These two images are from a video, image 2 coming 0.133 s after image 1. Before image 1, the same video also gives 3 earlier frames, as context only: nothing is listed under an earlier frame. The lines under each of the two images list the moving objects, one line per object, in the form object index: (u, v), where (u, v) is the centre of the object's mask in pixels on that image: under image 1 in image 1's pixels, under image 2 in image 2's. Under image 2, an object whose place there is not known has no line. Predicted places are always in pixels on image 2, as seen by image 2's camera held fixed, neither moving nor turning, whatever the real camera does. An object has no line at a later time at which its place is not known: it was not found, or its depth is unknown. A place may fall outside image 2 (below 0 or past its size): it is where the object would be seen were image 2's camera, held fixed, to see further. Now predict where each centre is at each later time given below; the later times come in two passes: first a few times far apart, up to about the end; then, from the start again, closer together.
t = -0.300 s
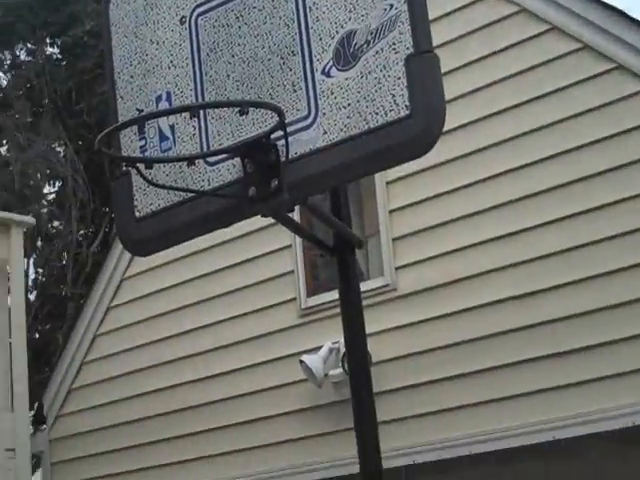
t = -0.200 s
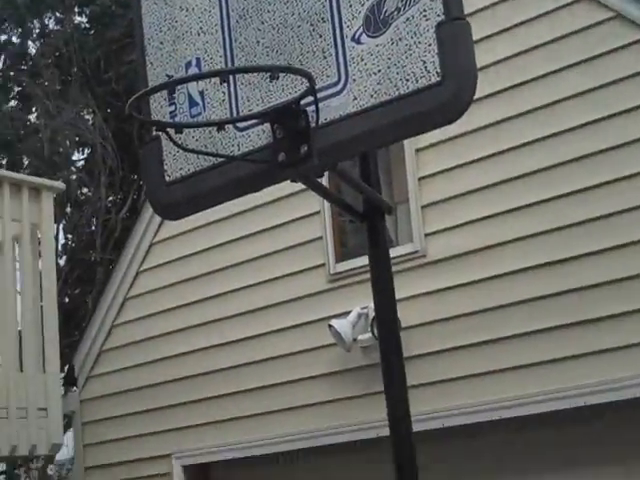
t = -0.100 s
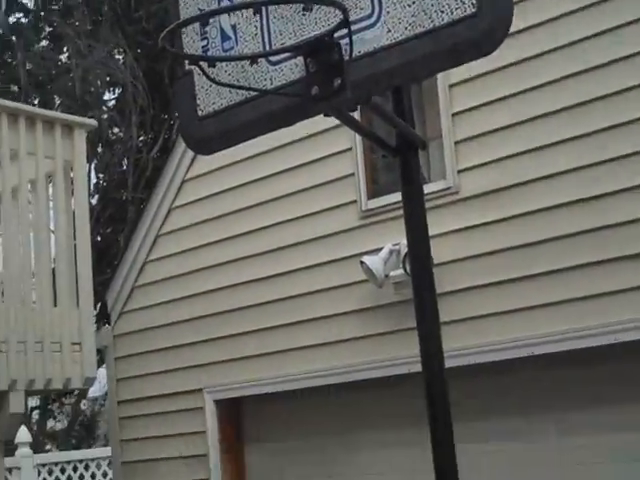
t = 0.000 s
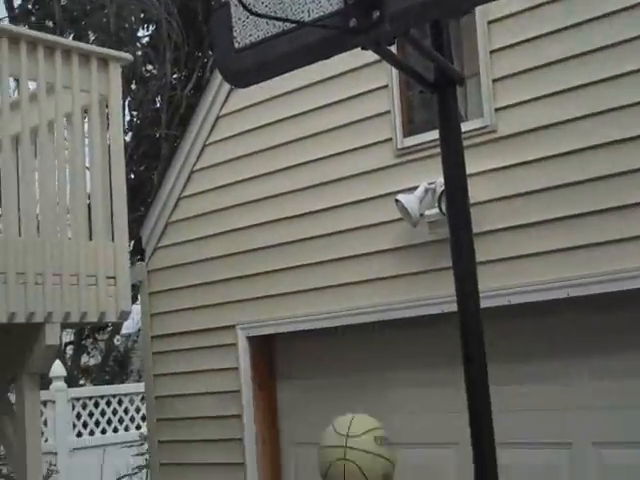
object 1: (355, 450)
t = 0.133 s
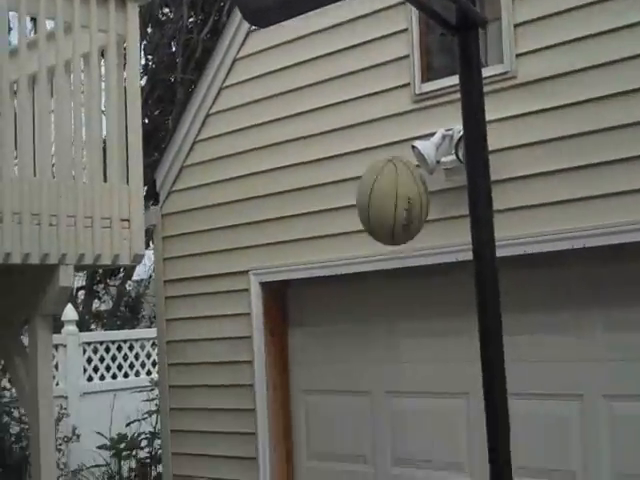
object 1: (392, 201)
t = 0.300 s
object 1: (411, 76)
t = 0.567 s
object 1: (333, 244)
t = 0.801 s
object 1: (279, 556)
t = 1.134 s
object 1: (257, 660)
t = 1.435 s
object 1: (282, 457)
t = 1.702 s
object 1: (306, 491)
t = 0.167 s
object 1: (399, 162)
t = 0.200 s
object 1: (404, 130)
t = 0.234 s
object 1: (409, 104)
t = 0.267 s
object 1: (415, 79)
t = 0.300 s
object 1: (411, 76)
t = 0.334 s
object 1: (399, 84)
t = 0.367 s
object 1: (388, 93)
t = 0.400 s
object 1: (378, 109)
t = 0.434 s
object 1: (368, 131)
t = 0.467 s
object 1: (360, 150)
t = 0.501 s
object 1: (351, 177)
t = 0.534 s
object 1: (342, 209)
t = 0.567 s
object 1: (333, 244)
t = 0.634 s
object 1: (316, 323)
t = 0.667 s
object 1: (308, 365)
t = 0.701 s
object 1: (302, 415)
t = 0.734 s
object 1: (293, 467)
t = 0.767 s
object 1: (287, 524)
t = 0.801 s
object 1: (279, 556)
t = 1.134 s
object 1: (257, 660)
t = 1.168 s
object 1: (261, 627)
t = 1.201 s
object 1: (262, 595)
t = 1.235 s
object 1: (265, 565)
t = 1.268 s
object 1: (268, 542)
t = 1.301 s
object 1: (270, 517)
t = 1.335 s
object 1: (274, 498)
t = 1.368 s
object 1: (276, 481)
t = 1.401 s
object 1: (279, 468)
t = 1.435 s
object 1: (282, 457)
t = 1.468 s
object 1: (284, 451)
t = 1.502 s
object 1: (287, 448)
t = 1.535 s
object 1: (291, 447)
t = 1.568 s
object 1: (293, 450)
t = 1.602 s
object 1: (295, 456)
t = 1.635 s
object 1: (299, 465)
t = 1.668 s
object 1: (303, 476)
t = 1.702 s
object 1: (306, 491)
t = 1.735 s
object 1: (309, 508)
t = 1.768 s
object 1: (314, 528)
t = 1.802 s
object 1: (320, 551)
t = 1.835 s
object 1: (328, 581)
